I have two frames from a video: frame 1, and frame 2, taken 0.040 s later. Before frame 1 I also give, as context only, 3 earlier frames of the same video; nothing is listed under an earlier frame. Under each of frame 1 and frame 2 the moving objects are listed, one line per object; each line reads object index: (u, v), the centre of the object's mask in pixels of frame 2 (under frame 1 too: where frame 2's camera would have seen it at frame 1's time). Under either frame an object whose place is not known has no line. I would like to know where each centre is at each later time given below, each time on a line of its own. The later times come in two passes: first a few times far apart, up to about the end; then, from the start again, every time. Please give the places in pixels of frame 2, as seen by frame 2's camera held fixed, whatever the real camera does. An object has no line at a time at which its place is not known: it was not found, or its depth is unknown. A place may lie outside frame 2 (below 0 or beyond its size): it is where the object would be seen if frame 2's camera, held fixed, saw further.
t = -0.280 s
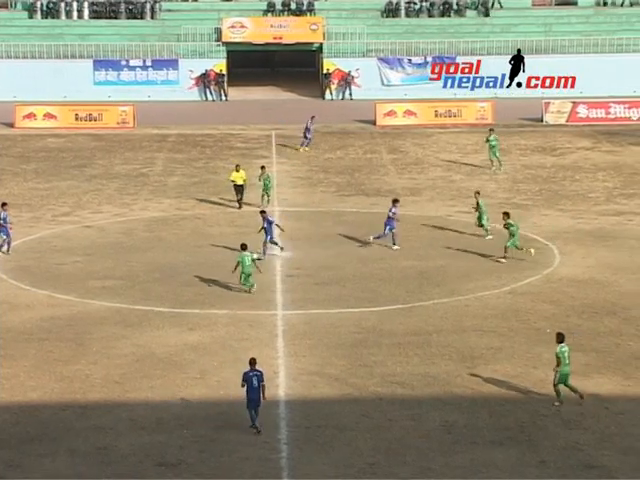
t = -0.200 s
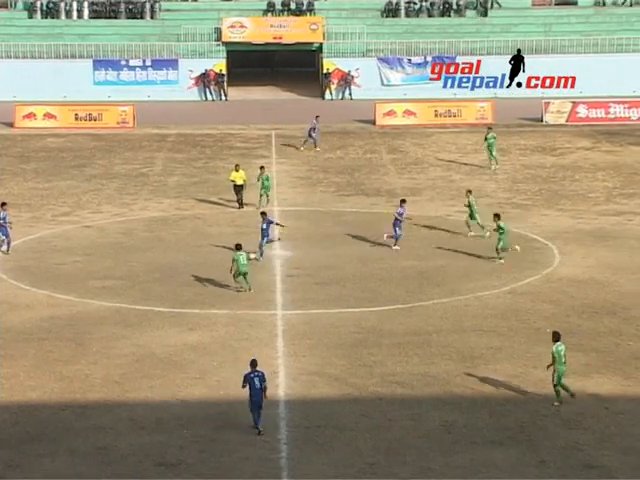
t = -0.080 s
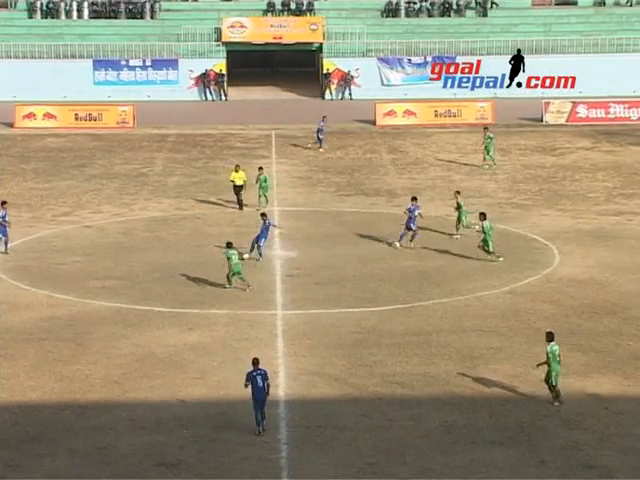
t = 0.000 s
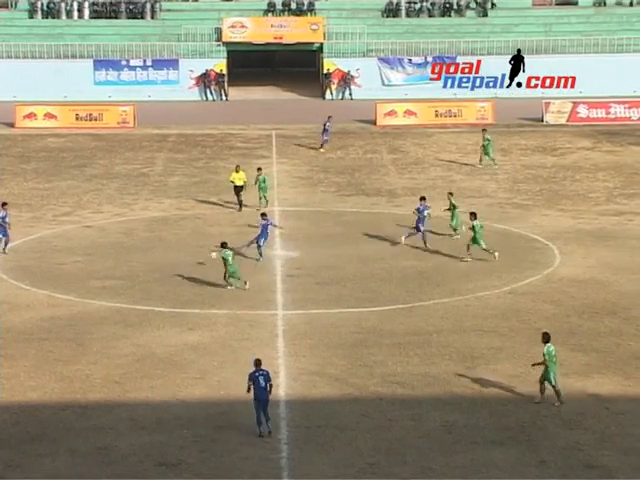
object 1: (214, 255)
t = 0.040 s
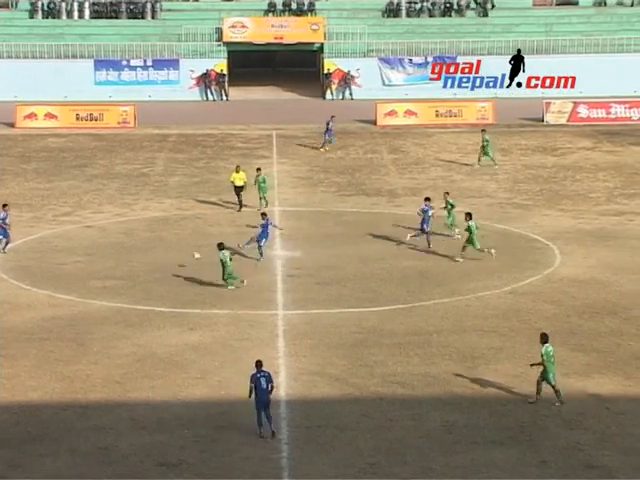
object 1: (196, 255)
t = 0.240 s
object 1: (112, 264)
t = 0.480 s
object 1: (7, 300)
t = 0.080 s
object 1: (180, 255)
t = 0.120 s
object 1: (163, 257)
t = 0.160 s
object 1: (146, 259)
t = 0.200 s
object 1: (129, 261)
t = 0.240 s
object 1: (112, 264)
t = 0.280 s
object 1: (95, 269)
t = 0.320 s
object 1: (78, 273)
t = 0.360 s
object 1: (60, 279)
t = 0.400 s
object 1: (42, 284)
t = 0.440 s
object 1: (24, 292)
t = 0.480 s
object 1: (7, 300)
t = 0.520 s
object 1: (-12, 308)
